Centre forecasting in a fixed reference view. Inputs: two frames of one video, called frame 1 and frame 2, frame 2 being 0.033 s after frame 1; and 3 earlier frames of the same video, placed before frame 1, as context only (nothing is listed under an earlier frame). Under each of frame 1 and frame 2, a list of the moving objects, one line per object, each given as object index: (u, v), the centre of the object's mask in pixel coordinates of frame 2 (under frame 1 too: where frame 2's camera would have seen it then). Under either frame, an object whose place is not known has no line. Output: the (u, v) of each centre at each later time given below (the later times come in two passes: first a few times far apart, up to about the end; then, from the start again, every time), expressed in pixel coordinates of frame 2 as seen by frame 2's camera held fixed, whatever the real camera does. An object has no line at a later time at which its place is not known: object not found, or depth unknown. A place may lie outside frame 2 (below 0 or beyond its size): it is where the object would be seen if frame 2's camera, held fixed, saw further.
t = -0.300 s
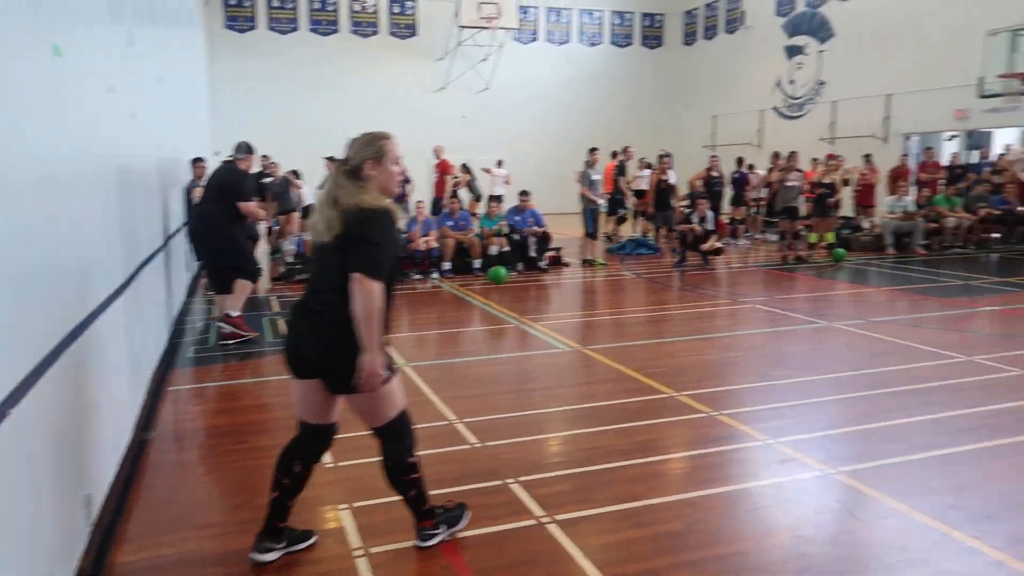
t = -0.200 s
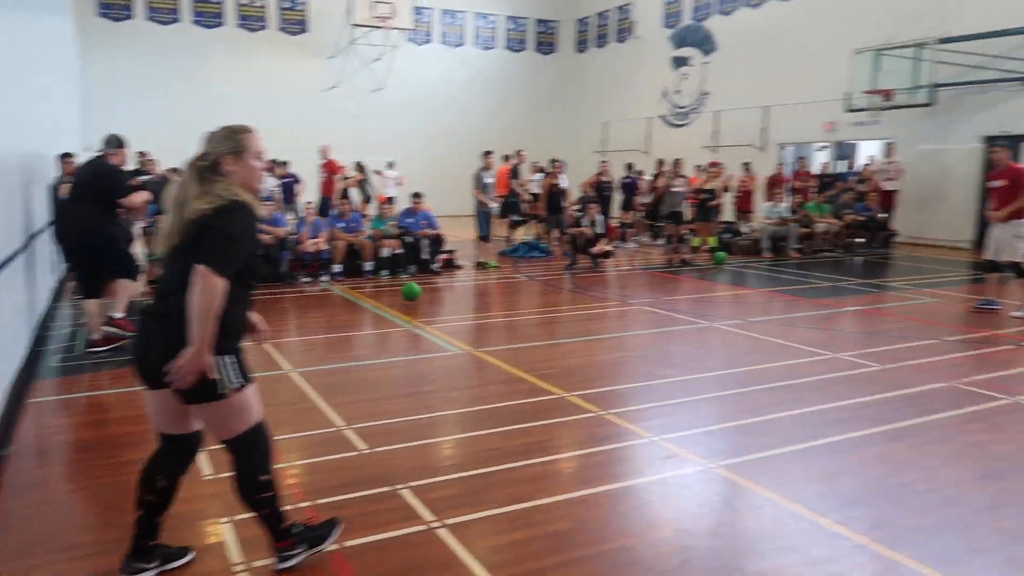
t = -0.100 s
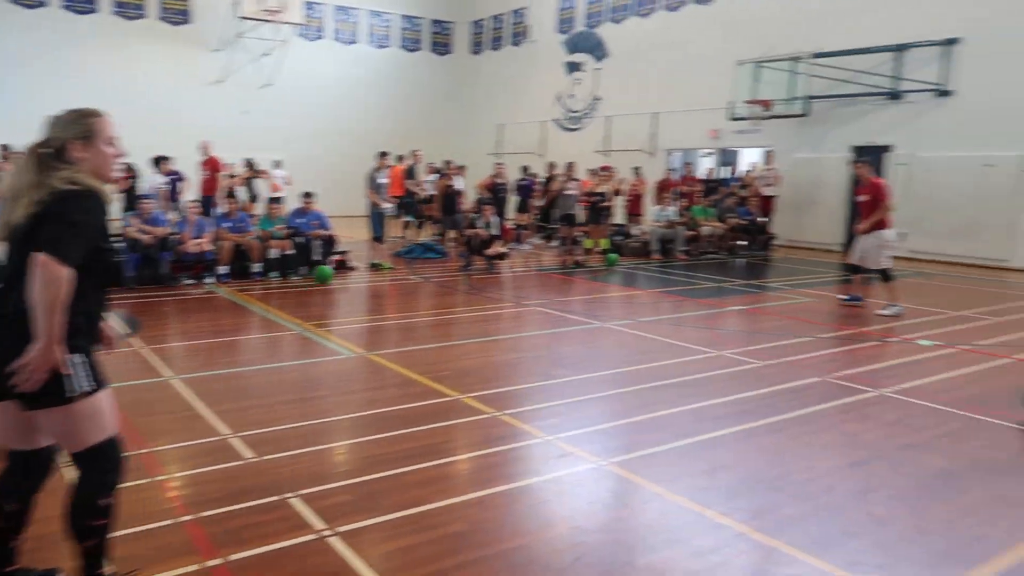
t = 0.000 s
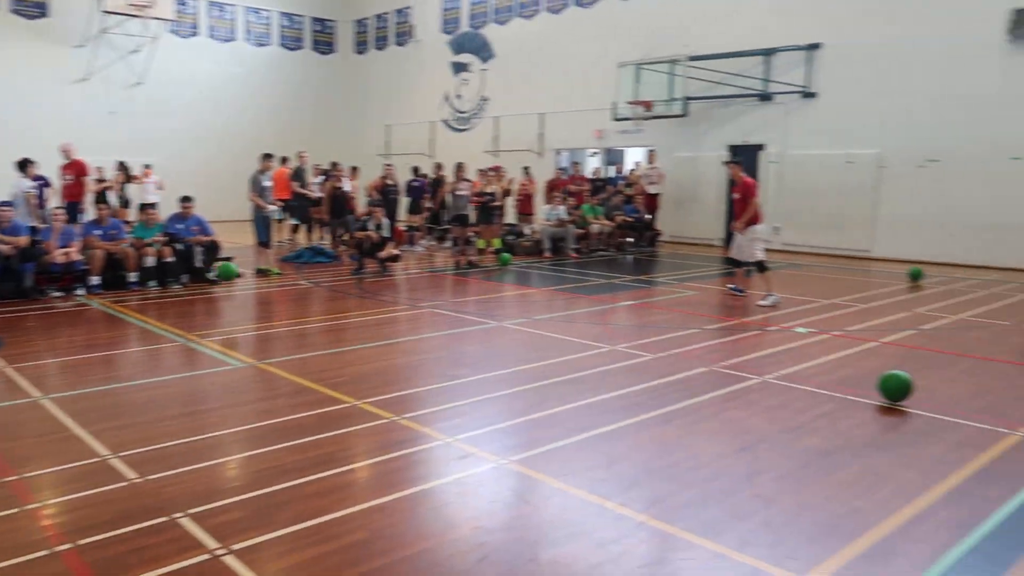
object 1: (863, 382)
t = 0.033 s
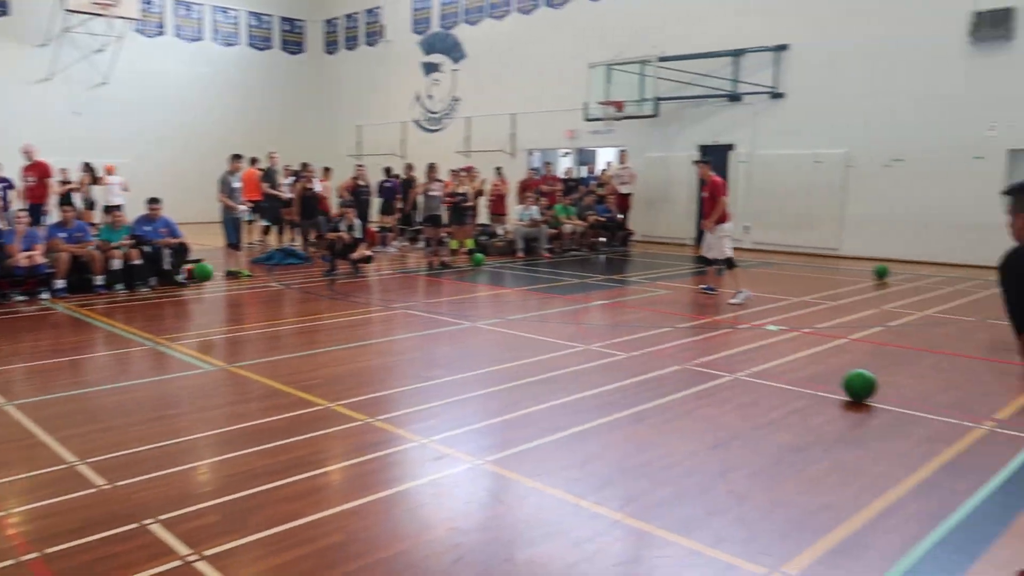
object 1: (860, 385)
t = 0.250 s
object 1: (833, 393)
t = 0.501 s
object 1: (797, 404)
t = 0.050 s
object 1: (858, 384)
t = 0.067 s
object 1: (856, 384)
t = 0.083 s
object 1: (854, 384)
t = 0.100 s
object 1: (852, 385)
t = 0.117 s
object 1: (851, 386)
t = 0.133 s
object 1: (848, 387)
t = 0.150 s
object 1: (846, 389)
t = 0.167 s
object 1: (844, 391)
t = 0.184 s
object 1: (842, 391)
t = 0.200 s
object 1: (839, 391)
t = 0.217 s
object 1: (837, 391)
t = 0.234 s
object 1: (835, 392)
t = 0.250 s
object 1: (833, 393)
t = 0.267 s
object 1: (830, 394)
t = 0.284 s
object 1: (828, 395)
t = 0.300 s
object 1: (826, 396)
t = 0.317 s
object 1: (823, 396)
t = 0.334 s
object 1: (821, 396)
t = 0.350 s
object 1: (819, 398)
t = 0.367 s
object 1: (816, 399)
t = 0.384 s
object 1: (814, 399)
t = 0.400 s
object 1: (812, 399)
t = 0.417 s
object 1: (809, 400)
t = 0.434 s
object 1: (806, 401)
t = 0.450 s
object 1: (804, 402)
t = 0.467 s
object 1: (802, 402)
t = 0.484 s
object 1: (799, 403)
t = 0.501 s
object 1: (797, 404)
